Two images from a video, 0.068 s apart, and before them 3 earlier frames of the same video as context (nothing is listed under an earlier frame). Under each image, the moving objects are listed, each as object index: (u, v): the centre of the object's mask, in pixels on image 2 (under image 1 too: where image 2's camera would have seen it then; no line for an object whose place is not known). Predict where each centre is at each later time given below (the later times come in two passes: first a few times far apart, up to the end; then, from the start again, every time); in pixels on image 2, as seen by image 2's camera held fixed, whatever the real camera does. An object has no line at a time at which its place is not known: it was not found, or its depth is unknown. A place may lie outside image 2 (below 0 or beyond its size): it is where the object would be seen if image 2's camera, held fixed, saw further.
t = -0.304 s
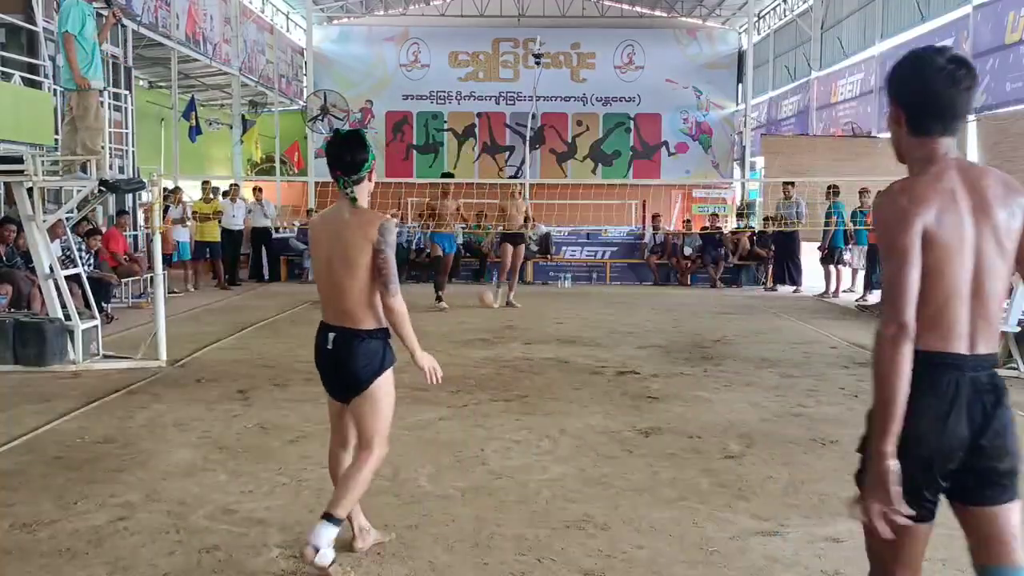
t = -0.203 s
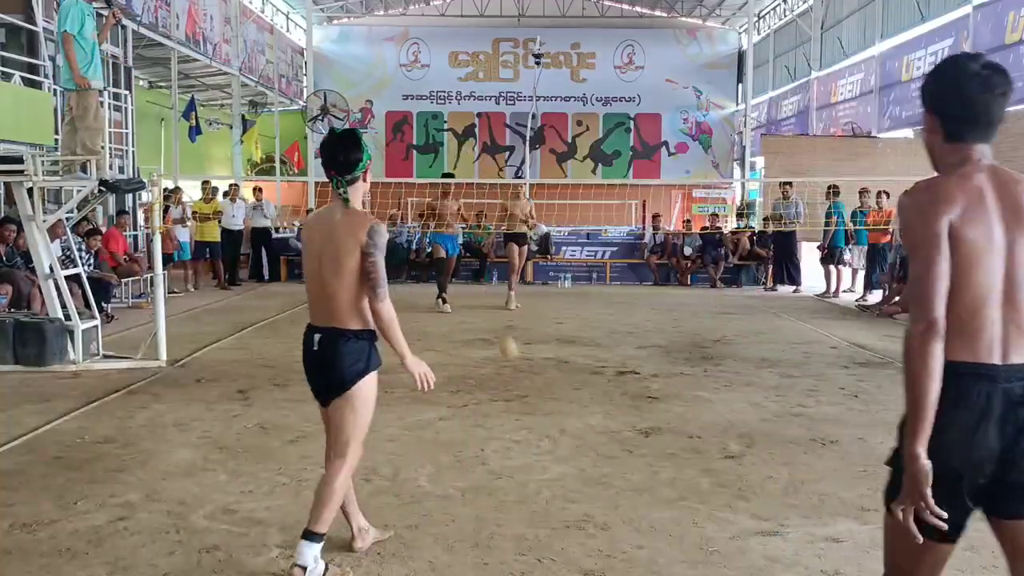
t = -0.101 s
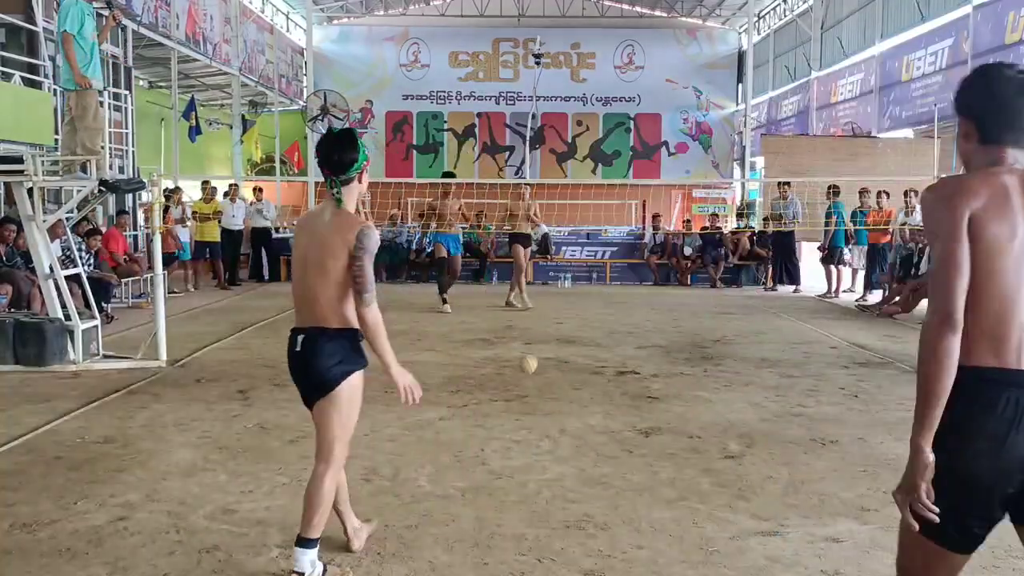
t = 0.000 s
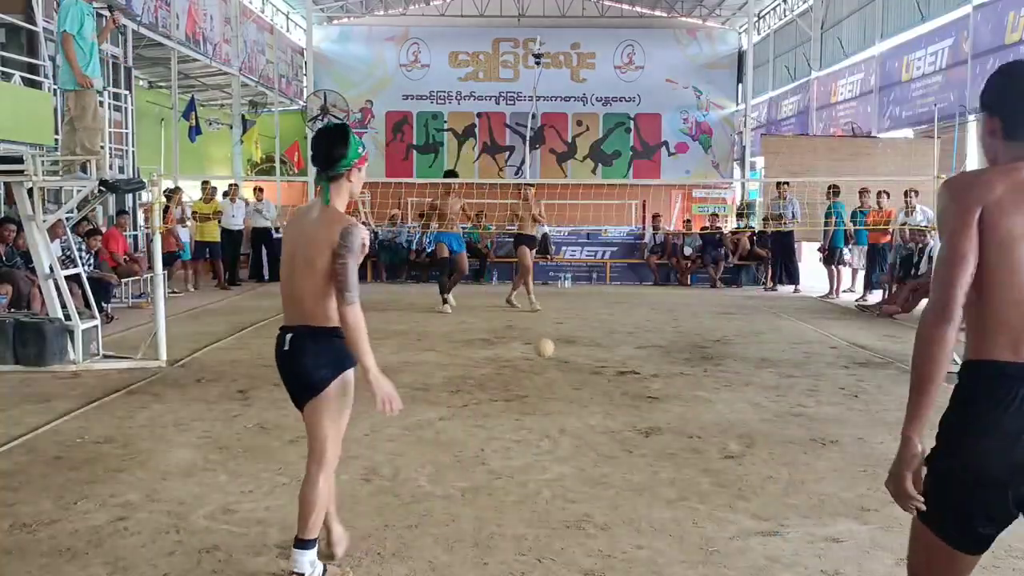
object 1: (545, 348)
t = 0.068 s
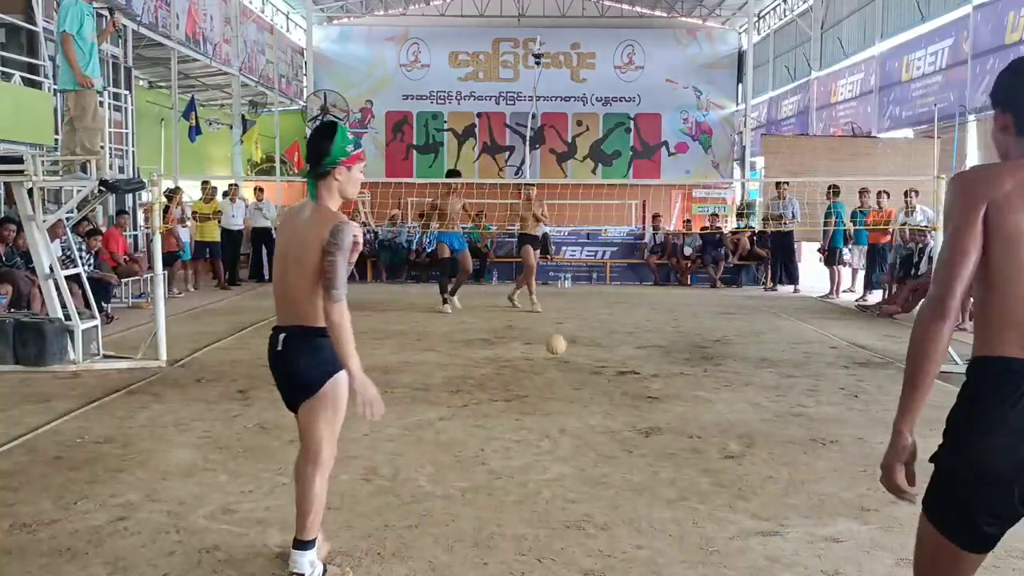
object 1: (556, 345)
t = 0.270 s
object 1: (598, 382)
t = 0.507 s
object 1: (665, 447)
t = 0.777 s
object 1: (785, 508)
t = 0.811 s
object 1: (807, 534)
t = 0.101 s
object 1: (562, 345)
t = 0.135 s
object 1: (569, 348)
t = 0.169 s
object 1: (576, 353)
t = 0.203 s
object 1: (584, 360)
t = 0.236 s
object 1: (590, 370)
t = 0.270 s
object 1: (598, 382)
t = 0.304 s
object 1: (605, 395)
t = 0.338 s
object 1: (613, 412)
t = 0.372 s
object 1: (622, 433)
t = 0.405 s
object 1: (632, 457)
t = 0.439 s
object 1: (642, 458)
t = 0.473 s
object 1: (653, 451)
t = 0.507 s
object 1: (665, 447)
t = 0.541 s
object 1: (678, 444)
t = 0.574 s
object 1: (689, 443)
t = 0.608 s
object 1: (703, 445)
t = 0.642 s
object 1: (718, 451)
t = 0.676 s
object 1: (733, 459)
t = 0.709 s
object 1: (749, 471)
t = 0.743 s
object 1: (768, 488)
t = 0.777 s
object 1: (785, 508)
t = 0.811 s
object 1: (807, 534)
